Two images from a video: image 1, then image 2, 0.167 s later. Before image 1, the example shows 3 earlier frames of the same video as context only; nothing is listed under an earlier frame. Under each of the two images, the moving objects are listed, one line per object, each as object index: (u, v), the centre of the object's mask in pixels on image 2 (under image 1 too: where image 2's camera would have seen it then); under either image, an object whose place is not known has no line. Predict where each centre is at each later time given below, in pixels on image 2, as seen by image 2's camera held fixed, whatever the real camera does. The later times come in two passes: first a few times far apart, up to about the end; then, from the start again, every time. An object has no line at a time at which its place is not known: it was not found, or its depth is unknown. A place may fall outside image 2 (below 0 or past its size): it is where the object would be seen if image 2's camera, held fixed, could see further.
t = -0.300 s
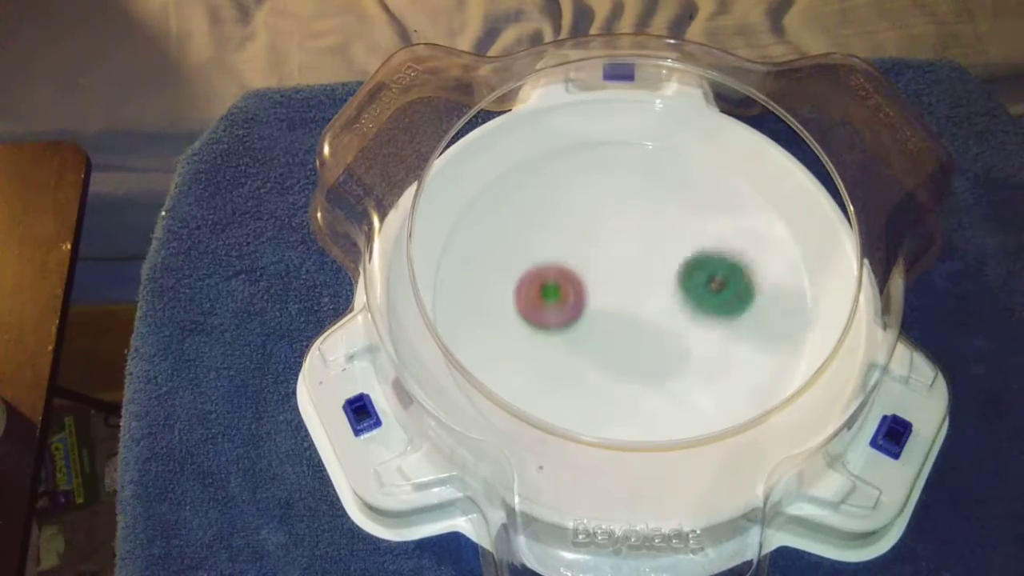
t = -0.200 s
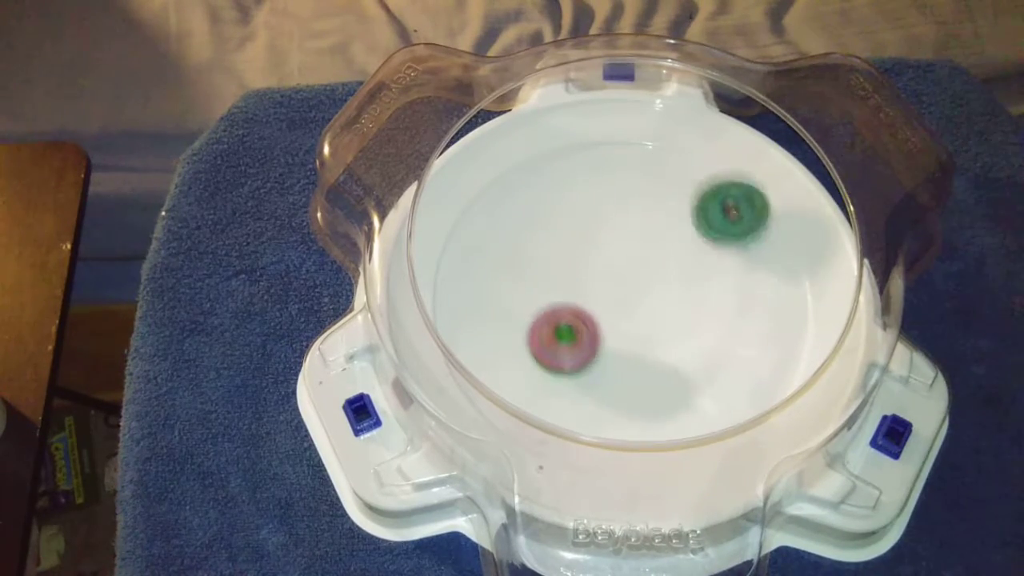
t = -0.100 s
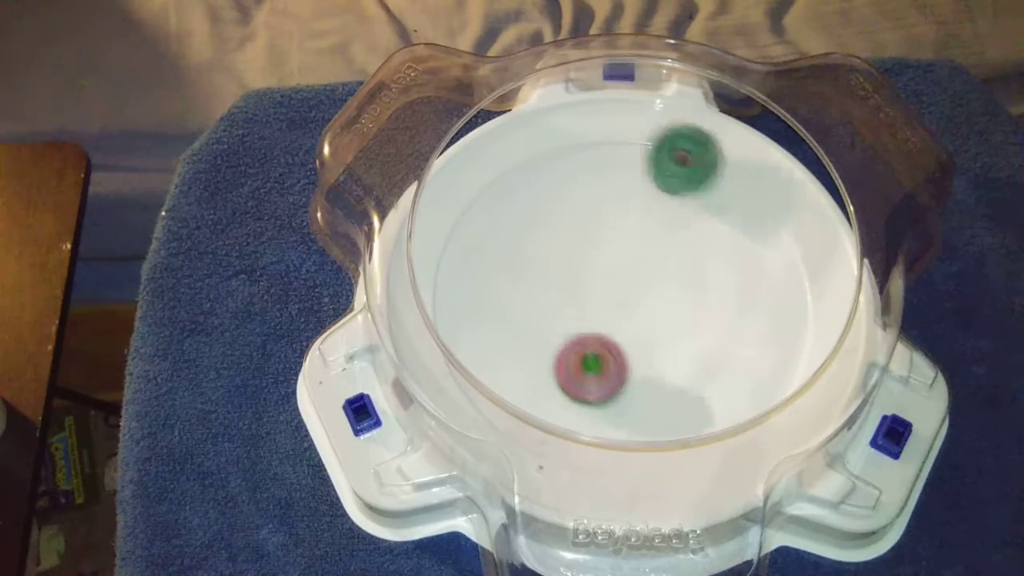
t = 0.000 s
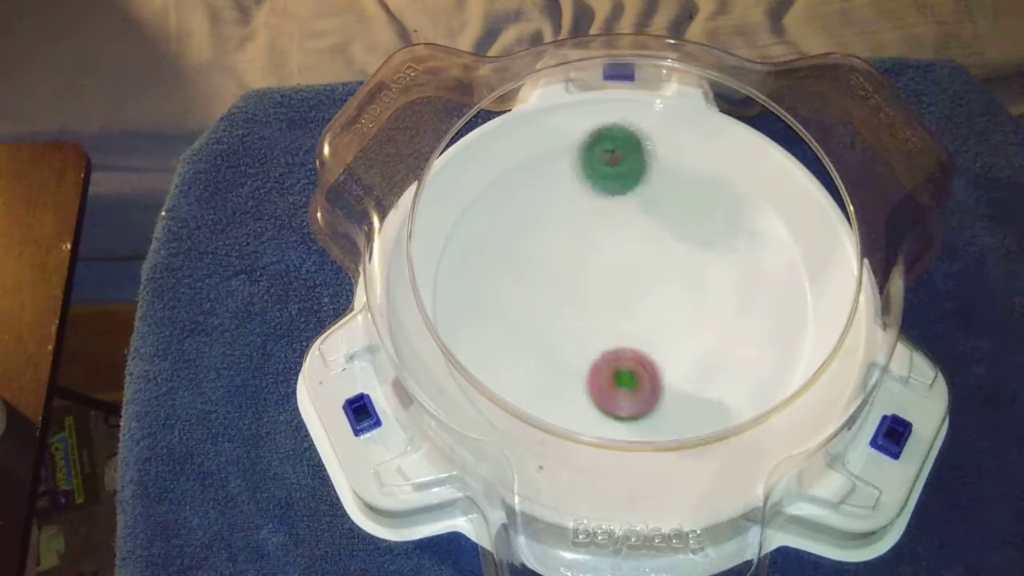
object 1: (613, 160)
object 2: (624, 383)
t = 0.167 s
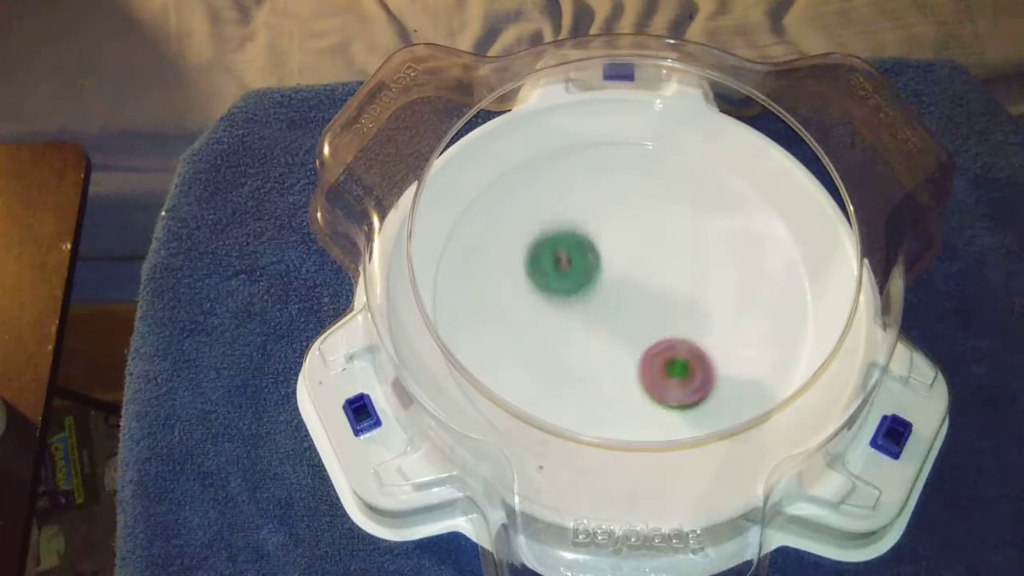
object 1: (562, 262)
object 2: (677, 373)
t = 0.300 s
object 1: (619, 338)
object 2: (718, 343)
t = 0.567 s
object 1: (676, 313)
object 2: (756, 240)
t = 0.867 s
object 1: (555, 279)
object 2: (628, 208)
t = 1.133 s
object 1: (601, 362)
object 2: (535, 260)
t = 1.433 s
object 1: (669, 257)
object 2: (536, 340)
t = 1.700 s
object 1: (581, 204)
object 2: (616, 361)
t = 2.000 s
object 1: (562, 311)
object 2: (677, 293)
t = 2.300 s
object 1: (695, 309)
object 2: (653, 232)
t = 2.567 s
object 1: (694, 222)
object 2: (605, 234)
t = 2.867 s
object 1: (607, 244)
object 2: (545, 316)
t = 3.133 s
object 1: (690, 321)
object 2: (582, 358)
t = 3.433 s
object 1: (682, 253)
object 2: (640, 339)
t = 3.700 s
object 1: (568, 274)
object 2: (669, 331)
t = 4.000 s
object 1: (628, 353)
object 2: (670, 285)
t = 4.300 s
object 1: (641, 300)
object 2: (663, 216)
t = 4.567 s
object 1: (548, 302)
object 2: (632, 214)
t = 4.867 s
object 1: (627, 322)
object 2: (604, 249)
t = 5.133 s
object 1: (697, 290)
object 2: (567, 245)
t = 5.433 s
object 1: (645, 268)
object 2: (551, 269)
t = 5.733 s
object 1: (690, 291)
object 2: (559, 298)
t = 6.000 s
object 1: (676, 282)
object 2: (575, 314)
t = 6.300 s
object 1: (660, 267)
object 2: (605, 328)
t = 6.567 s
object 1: (647, 247)
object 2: (625, 334)
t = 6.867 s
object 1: (602, 242)
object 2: (635, 332)
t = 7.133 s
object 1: (595, 236)
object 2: (663, 363)
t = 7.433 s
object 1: (623, 266)
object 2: (661, 331)
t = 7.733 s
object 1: (616, 195)
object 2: (654, 333)
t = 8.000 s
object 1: (606, 232)
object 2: (648, 299)
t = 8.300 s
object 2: (669, 296)
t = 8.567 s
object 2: (672, 307)
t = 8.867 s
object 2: (655, 309)
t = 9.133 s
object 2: (648, 308)
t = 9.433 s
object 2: (652, 299)
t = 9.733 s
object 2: (661, 312)
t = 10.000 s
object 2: (645, 310)
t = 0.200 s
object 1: (572, 289)
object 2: (684, 366)
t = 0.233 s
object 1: (588, 310)
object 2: (690, 359)
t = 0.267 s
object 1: (611, 330)
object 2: (696, 350)
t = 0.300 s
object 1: (619, 338)
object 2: (718, 343)
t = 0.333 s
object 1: (624, 345)
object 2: (742, 335)
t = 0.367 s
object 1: (631, 352)
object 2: (759, 325)
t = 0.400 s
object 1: (643, 355)
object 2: (769, 312)
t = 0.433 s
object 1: (655, 354)
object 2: (773, 296)
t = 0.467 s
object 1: (665, 348)
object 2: (774, 281)
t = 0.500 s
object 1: (673, 338)
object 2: (771, 266)
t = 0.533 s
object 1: (677, 326)
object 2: (764, 253)
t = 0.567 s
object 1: (676, 313)
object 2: (756, 240)
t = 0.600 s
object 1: (671, 299)
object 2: (744, 230)
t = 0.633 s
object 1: (661, 287)
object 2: (732, 222)
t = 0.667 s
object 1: (647, 277)
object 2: (718, 215)
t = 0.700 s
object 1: (632, 269)
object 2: (703, 210)
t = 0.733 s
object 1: (615, 265)
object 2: (688, 207)
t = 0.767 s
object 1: (598, 264)
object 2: (673, 205)
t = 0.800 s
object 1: (581, 266)
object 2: (658, 204)
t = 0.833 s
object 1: (567, 271)
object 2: (643, 205)
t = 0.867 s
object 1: (555, 279)
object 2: (628, 208)
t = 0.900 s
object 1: (546, 289)
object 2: (614, 211)
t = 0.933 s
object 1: (539, 301)
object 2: (600, 215)
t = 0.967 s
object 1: (537, 314)
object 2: (587, 220)
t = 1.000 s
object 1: (541, 329)
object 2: (574, 227)
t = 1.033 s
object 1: (550, 341)
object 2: (563, 234)
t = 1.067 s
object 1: (563, 352)
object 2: (552, 242)
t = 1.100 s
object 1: (580, 360)
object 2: (543, 250)
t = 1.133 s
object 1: (601, 362)
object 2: (535, 260)
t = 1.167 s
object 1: (621, 360)
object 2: (529, 270)
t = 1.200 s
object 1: (638, 353)
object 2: (525, 279)
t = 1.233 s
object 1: (653, 342)
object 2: (521, 289)
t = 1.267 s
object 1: (664, 329)
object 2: (520, 299)
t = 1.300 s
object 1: (671, 314)
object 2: (520, 308)
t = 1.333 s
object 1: (675, 299)
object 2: (522, 317)
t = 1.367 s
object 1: (676, 284)
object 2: (525, 325)
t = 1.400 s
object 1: (673, 270)
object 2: (530, 334)
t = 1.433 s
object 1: (669, 257)
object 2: (536, 340)
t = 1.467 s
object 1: (662, 246)
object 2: (543, 347)
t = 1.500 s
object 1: (654, 235)
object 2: (551, 351)
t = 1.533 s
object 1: (644, 226)
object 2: (560, 355)
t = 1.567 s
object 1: (633, 218)
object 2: (570, 358)
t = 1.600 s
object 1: (621, 212)
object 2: (581, 361)
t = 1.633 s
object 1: (608, 207)
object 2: (592, 362)
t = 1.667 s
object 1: (594, 204)
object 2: (604, 362)
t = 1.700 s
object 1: (581, 204)
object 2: (616, 361)
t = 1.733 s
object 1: (567, 208)
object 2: (627, 356)
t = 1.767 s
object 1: (555, 214)
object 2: (638, 351)
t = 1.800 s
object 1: (544, 224)
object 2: (648, 344)
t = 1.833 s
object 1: (537, 237)
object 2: (656, 337)
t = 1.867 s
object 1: (533, 252)
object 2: (662, 328)
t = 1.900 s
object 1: (534, 267)
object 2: (667, 320)
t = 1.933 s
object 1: (539, 283)
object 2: (671, 311)
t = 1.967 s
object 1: (548, 298)
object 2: (675, 302)
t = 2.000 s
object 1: (562, 311)
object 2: (677, 293)
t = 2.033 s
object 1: (577, 322)
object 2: (677, 284)
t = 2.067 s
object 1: (594, 328)
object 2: (677, 276)
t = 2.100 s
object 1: (611, 333)
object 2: (676, 268)
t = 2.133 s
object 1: (628, 334)
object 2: (674, 260)
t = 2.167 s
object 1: (643, 333)
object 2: (672, 253)
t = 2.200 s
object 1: (659, 329)
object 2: (668, 246)
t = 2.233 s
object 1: (672, 325)
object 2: (664, 241)
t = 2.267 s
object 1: (684, 317)
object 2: (659, 236)
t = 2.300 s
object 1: (695, 309)
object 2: (653, 232)
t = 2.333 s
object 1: (703, 299)
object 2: (647, 228)
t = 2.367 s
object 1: (710, 288)
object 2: (641, 226)
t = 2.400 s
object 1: (715, 277)
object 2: (635, 225)
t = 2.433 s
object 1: (716, 265)
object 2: (628, 225)
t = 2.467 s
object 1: (715, 254)
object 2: (621, 226)
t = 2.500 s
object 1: (711, 242)
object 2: (615, 228)
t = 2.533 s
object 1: (704, 231)
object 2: (610, 230)
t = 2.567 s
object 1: (694, 222)
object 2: (605, 234)
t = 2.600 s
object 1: (681, 214)
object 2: (600, 238)
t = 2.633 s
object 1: (666, 209)
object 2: (596, 243)
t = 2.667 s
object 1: (659, 205)
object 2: (581, 251)
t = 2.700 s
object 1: (650, 202)
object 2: (567, 262)
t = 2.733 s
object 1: (640, 203)
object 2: (557, 274)
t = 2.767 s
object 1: (628, 208)
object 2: (551, 285)
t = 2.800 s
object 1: (618, 217)
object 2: (547, 296)
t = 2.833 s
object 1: (610, 229)
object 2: (545, 306)
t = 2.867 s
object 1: (607, 244)
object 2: (545, 316)
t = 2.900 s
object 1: (609, 259)
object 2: (547, 325)
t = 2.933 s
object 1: (613, 274)
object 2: (549, 333)
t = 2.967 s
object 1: (622, 287)
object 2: (553, 340)
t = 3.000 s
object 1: (633, 300)
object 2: (558, 346)
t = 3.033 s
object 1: (646, 310)
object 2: (563, 350)
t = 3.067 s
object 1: (660, 317)
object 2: (570, 354)
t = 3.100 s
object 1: (675, 320)
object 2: (576, 356)
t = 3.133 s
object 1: (690, 321)
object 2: (582, 358)
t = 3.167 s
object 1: (703, 318)
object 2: (588, 359)
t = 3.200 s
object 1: (715, 312)
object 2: (595, 359)
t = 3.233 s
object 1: (724, 304)
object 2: (602, 359)
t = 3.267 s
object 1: (729, 293)
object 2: (608, 357)
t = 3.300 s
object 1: (729, 281)
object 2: (615, 355)
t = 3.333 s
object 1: (723, 271)
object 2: (622, 352)
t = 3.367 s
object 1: (712, 262)
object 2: (628, 349)
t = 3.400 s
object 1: (698, 256)
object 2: (634, 344)
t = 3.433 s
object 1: (682, 253)
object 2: (640, 339)
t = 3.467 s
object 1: (665, 254)
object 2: (645, 334)
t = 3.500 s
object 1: (648, 258)
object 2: (650, 330)
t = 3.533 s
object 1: (633, 254)
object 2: (653, 335)
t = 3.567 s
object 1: (617, 252)
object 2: (656, 338)
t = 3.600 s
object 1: (603, 253)
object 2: (660, 338)
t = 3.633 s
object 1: (589, 258)
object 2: (664, 336)
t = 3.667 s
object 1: (578, 265)
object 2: (667, 334)
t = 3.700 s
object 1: (568, 274)
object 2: (669, 331)
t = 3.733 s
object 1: (562, 286)
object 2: (671, 327)
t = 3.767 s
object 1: (559, 298)
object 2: (672, 323)
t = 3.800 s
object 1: (559, 311)
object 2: (672, 319)
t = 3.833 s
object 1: (564, 324)
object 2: (672, 314)
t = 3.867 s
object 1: (574, 334)
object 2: (672, 310)
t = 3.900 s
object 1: (586, 343)
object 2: (670, 305)
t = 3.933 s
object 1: (602, 349)
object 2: (669, 300)
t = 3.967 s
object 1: (618, 350)
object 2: (667, 295)
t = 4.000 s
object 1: (628, 353)
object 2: (670, 285)
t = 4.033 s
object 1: (634, 358)
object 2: (676, 271)
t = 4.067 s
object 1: (643, 359)
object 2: (678, 259)
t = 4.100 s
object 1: (651, 356)
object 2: (678, 250)
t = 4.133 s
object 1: (658, 350)
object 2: (676, 242)
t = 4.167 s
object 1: (662, 342)
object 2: (674, 236)
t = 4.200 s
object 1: (661, 331)
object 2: (671, 229)
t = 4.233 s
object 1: (658, 319)
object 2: (669, 224)
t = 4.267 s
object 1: (651, 309)
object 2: (666, 220)
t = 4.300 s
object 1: (641, 300)
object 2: (663, 216)
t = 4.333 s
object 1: (629, 292)
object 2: (660, 213)
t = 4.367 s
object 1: (615, 286)
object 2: (657, 210)
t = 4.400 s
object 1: (601, 283)
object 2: (653, 209)
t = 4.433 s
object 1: (587, 283)
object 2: (649, 208)
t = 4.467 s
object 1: (574, 284)
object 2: (645, 208)
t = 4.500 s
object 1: (563, 289)
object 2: (641, 209)
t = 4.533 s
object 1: (554, 294)
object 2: (636, 211)
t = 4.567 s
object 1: (548, 302)
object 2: (632, 214)
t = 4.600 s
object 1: (547, 311)
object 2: (628, 217)
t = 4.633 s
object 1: (549, 321)
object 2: (624, 221)
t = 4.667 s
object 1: (557, 329)
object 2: (620, 226)
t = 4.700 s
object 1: (567, 334)
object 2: (617, 231)
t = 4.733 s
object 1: (579, 336)
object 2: (614, 236)
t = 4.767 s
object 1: (593, 334)
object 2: (610, 242)
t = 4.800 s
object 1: (606, 329)
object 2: (608, 248)
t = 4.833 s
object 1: (617, 322)
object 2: (606, 253)
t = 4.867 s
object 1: (627, 322)
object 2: (604, 249)
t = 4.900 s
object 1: (636, 319)
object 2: (602, 249)
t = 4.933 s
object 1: (644, 315)
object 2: (600, 250)
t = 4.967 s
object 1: (649, 309)
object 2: (597, 253)
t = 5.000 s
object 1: (658, 305)
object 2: (593, 253)
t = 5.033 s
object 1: (671, 305)
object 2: (584, 246)
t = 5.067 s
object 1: (682, 302)
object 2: (577, 244)
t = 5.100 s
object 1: (691, 297)
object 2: (571, 244)
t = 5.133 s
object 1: (697, 290)
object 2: (567, 245)
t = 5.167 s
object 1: (701, 282)
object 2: (564, 247)
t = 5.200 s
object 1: (700, 273)
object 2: (562, 250)
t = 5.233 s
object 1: (694, 266)
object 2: (561, 252)
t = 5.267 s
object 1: (686, 260)
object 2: (561, 255)
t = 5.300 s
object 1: (675, 256)
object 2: (561, 258)
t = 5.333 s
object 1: (663, 255)
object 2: (563, 261)
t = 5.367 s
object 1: (650, 257)
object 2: (565, 264)
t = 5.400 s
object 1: (643, 262)
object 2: (561, 266)
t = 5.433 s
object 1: (645, 268)
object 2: (551, 269)
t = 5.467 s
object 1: (649, 276)
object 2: (546, 273)
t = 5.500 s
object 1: (654, 283)
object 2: (544, 278)
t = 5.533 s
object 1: (660, 288)
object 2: (544, 282)
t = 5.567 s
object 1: (668, 293)
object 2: (545, 286)
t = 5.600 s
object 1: (674, 296)
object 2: (547, 289)
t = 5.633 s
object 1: (682, 297)
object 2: (549, 291)
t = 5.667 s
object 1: (687, 296)
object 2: (552, 294)
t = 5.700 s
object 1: (690, 294)
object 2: (555, 296)
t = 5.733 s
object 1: (690, 291)
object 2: (559, 298)
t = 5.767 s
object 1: (689, 289)
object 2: (563, 301)
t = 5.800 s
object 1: (687, 287)
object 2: (568, 303)
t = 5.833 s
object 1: (682, 285)
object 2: (573, 305)
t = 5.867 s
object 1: (675, 283)
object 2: (579, 306)
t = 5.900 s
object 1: (666, 284)
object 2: (585, 308)
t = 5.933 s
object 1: (664, 285)
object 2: (585, 309)
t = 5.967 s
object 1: (669, 283)
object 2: (578, 312)
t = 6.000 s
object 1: (676, 282)
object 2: (575, 314)
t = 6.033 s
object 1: (680, 279)
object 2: (576, 316)
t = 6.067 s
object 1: (681, 276)
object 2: (580, 318)
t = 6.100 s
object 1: (681, 273)
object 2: (583, 320)
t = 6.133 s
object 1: (680, 270)
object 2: (588, 322)
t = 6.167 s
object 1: (676, 269)
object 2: (592, 323)
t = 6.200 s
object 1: (670, 268)
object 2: (597, 323)
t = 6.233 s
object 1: (664, 268)
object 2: (603, 323)
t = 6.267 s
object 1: (659, 270)
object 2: (607, 323)
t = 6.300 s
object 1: (660, 267)
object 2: (605, 328)
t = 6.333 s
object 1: (661, 263)
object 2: (605, 331)
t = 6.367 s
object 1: (662, 259)
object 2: (608, 333)
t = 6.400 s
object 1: (661, 256)
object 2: (613, 332)
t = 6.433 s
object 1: (657, 254)
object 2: (617, 331)
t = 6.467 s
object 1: (654, 253)
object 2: (621, 329)
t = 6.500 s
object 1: (651, 254)
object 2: (625, 327)
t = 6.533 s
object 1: (647, 255)
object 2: (628, 326)
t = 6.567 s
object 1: (647, 247)
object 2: (625, 334)
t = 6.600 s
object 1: (647, 239)
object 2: (625, 340)
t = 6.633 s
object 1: (644, 232)
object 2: (626, 342)
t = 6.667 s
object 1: (640, 225)
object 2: (628, 342)
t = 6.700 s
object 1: (633, 221)
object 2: (630, 342)
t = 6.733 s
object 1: (625, 219)
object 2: (630, 340)
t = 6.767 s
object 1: (617, 220)
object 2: (631, 339)
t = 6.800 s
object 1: (609, 225)
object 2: (632, 337)
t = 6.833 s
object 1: (604, 233)
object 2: (634, 335)
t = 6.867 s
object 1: (602, 242)
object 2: (635, 332)
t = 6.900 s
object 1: (602, 251)
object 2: (635, 329)
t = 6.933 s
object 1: (604, 259)
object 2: (636, 328)
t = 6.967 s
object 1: (603, 255)
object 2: (642, 342)
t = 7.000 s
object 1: (602, 250)
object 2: (647, 353)
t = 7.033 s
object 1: (602, 244)
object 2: (652, 359)
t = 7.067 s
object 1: (599, 240)
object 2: (656, 362)
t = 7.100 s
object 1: (596, 238)
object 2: (660, 363)
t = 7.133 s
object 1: (595, 236)
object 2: (663, 363)
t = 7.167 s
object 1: (594, 237)
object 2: (666, 362)
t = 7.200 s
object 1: (593, 239)
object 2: (668, 360)
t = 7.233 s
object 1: (593, 241)
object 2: (669, 357)
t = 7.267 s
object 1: (595, 245)
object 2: (669, 353)
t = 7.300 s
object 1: (599, 248)
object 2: (668, 349)
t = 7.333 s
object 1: (602, 253)
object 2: (667, 345)
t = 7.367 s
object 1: (608, 258)
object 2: (666, 340)
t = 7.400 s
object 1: (615, 263)
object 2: (664, 336)
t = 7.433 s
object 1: (623, 266)
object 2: (661, 331)
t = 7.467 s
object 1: (630, 258)
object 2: (662, 339)
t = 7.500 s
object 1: (630, 247)
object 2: (661, 349)
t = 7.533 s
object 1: (630, 235)
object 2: (661, 353)
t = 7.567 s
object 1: (629, 227)
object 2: (660, 353)
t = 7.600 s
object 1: (627, 219)
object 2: (660, 351)
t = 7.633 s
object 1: (626, 212)
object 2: (659, 348)
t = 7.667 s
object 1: (624, 204)
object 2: (659, 343)
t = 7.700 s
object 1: (620, 199)
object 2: (657, 338)
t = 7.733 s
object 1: (616, 195)
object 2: (654, 333)
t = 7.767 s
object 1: (611, 194)
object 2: (653, 328)
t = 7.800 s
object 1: (607, 195)
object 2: (651, 322)
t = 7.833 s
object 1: (603, 199)
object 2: (649, 317)
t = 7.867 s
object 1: (601, 206)
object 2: (648, 311)
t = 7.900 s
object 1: (601, 215)
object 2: (647, 305)
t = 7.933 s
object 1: (602, 224)
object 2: (645, 299)
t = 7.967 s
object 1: (605, 232)
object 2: (645, 295)
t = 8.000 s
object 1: (606, 232)
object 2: (648, 299)
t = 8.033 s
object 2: (650, 301)
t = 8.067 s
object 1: (603, 232)
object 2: (652, 299)
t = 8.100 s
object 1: (603, 232)
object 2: (654, 297)
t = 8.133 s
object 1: (603, 234)
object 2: (655, 294)
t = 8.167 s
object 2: (657, 292)
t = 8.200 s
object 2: (662, 295)
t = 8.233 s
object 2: (665, 296)
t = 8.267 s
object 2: (668, 296)
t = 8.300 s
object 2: (669, 296)
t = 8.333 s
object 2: (669, 297)
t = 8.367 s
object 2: (670, 298)
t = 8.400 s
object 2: (671, 298)
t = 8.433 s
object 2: (670, 299)
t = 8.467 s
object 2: (670, 299)
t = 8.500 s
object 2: (671, 302)
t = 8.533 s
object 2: (672, 306)
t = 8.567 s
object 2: (672, 307)
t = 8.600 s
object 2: (670, 308)
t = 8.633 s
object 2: (669, 308)
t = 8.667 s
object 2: (667, 308)
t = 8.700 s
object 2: (666, 309)
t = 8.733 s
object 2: (664, 310)
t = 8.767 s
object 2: (661, 309)
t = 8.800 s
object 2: (661, 310)
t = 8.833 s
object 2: (658, 310)
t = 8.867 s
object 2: (655, 309)
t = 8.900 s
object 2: (653, 307)
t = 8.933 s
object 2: (652, 309)
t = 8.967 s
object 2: (654, 313)
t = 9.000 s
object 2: (653, 313)
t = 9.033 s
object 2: (652, 312)
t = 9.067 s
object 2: (651, 311)
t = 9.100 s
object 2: (650, 310)
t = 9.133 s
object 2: (648, 308)
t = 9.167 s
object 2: (646, 306)
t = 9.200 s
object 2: (645, 304)
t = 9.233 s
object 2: (643, 301)
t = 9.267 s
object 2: (642, 299)
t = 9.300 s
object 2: (643, 298)
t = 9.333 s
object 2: (648, 300)
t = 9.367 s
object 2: (650, 300)
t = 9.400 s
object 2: (651, 299)
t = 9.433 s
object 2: (652, 299)
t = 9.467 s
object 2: (654, 299)
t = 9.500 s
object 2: (655, 300)
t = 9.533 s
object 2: (660, 304)
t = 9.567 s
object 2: (661, 306)
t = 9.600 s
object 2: (663, 307)
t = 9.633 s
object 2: (663, 309)
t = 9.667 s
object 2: (663, 310)
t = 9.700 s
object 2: (662, 312)
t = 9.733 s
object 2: (661, 312)
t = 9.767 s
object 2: (660, 313)
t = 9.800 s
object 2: (658, 313)
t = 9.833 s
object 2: (655, 312)
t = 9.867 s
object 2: (653, 312)
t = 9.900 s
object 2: (651, 311)
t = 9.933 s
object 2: (650, 312)
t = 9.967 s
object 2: (648, 313)
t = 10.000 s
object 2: (645, 310)
